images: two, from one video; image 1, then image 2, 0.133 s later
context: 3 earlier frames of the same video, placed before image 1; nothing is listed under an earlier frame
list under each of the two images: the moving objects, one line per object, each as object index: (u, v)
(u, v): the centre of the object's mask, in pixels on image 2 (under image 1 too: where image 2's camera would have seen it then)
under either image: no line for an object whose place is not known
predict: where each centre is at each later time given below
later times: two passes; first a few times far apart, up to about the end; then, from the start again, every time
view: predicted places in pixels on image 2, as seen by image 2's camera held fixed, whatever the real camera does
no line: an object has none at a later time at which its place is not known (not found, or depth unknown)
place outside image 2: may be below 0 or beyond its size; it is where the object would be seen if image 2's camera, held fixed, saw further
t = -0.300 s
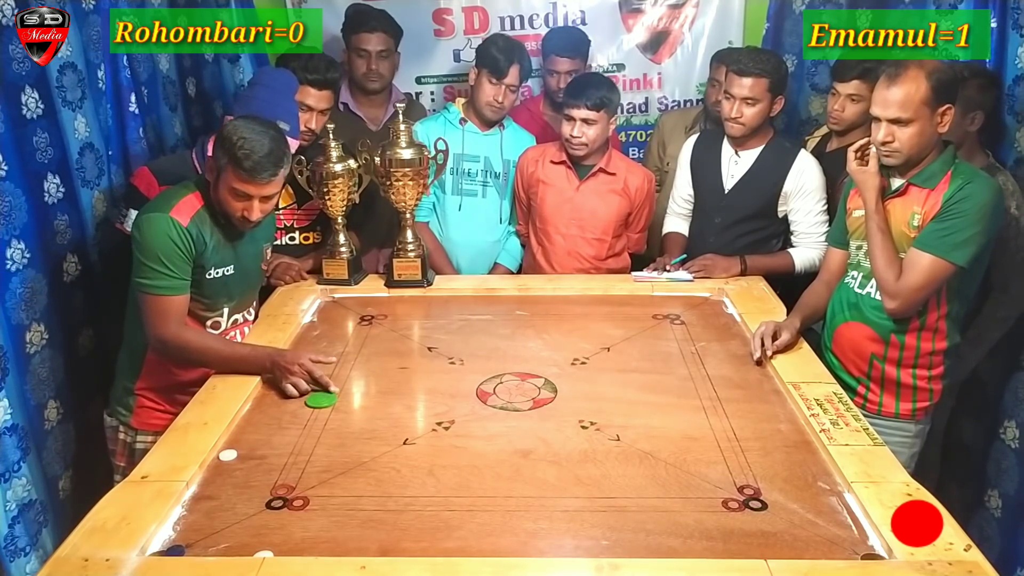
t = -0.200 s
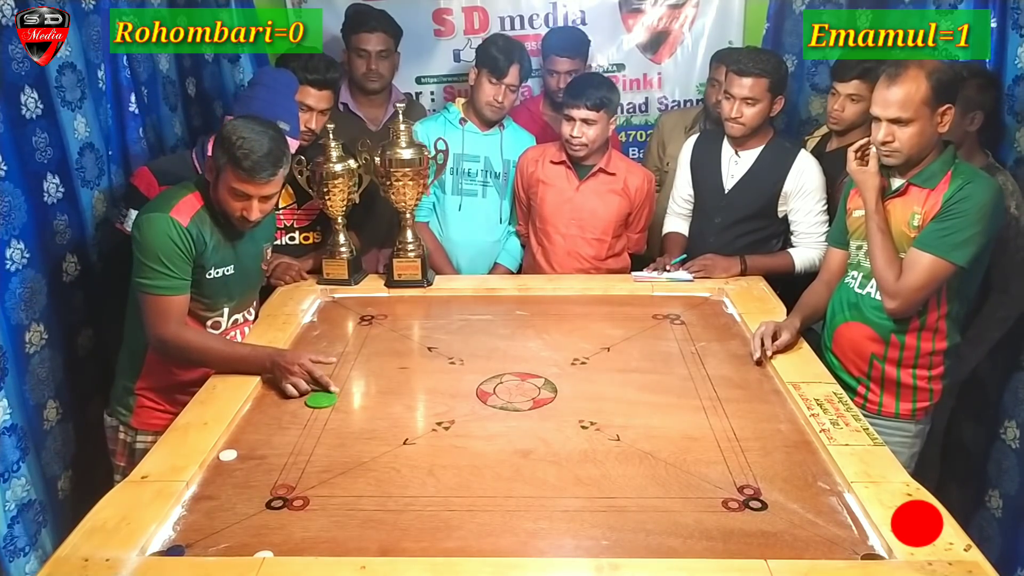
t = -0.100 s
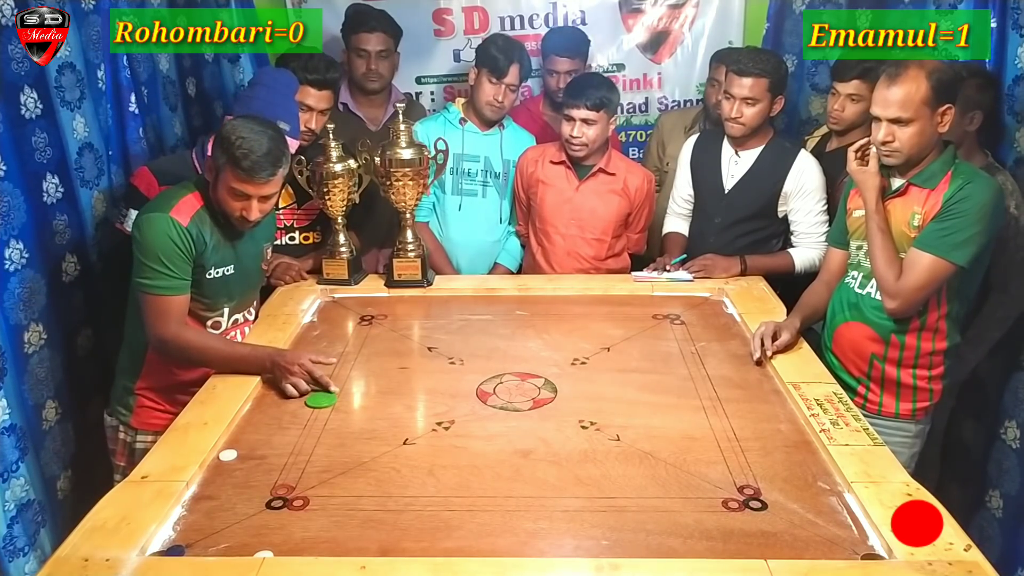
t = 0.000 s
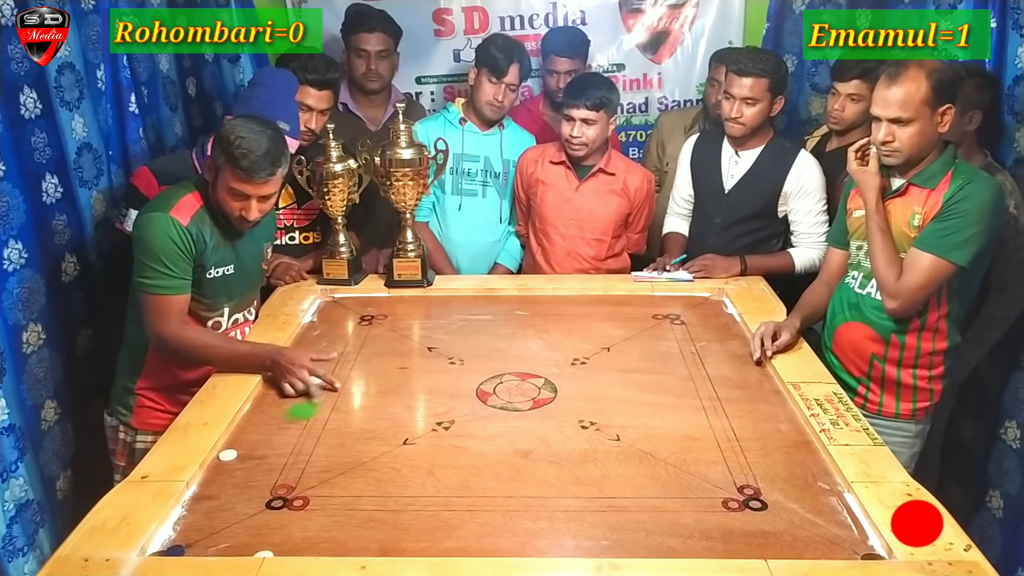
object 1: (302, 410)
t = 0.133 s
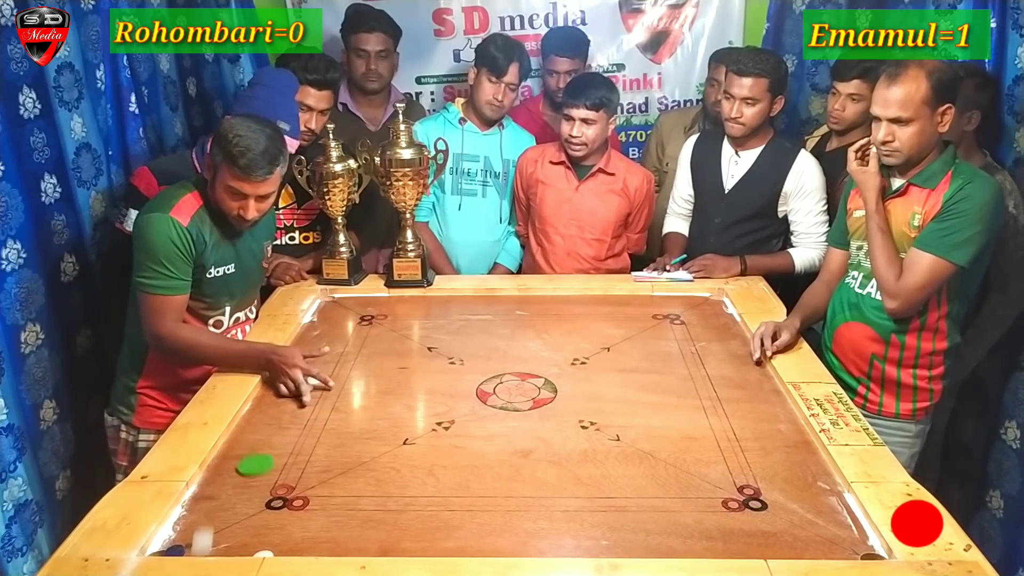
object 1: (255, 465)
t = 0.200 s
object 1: (273, 485)
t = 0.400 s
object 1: (344, 529)
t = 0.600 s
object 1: (412, 547)
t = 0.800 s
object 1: (453, 540)
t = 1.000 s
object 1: (470, 532)
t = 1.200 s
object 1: (471, 531)
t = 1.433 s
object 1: (471, 530)
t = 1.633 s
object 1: (471, 530)
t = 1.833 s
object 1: (471, 530)
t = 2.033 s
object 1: (471, 530)
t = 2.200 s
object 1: (471, 530)
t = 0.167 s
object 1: (264, 475)
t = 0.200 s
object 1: (273, 485)
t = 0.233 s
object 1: (281, 496)
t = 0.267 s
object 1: (290, 505)
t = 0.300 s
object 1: (304, 511)
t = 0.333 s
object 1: (318, 517)
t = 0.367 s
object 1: (331, 523)
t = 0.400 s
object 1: (344, 529)
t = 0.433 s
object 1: (356, 534)
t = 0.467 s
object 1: (368, 539)
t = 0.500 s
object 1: (380, 543)
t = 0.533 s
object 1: (392, 546)
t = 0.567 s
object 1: (402, 548)
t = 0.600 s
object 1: (412, 547)
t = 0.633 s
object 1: (421, 547)
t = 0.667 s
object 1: (429, 545)
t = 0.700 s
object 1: (436, 544)
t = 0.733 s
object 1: (442, 543)
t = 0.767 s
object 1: (448, 542)
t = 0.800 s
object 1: (453, 540)
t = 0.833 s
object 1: (458, 538)
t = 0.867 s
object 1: (461, 536)
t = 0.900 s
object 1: (464, 535)
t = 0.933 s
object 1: (467, 534)
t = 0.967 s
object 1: (469, 533)
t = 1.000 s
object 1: (470, 532)
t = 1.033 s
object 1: (471, 531)
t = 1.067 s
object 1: (471, 531)
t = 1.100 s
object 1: (471, 531)
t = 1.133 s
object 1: (471, 531)
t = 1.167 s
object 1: (471, 530)
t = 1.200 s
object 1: (471, 531)
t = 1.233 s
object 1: (471, 530)
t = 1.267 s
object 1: (471, 530)
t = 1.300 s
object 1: (471, 530)
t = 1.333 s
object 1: (471, 530)
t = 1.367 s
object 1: (471, 530)
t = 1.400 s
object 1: (471, 530)
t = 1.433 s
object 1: (471, 530)
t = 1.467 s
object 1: (471, 530)
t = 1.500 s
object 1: (471, 530)
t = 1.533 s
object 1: (471, 530)
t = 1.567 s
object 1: (471, 530)
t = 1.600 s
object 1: (471, 530)
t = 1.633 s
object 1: (471, 530)
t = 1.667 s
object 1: (471, 530)
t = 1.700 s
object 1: (471, 530)
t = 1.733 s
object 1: (471, 530)
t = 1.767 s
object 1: (471, 530)
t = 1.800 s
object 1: (471, 530)
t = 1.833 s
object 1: (471, 530)
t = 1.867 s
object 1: (471, 530)
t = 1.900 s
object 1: (471, 530)
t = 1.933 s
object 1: (471, 530)
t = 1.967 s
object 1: (471, 530)
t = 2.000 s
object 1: (471, 530)
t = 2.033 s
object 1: (471, 530)
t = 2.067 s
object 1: (471, 530)
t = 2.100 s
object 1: (471, 530)
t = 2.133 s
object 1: (471, 530)
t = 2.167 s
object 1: (471, 530)
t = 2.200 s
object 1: (471, 530)
